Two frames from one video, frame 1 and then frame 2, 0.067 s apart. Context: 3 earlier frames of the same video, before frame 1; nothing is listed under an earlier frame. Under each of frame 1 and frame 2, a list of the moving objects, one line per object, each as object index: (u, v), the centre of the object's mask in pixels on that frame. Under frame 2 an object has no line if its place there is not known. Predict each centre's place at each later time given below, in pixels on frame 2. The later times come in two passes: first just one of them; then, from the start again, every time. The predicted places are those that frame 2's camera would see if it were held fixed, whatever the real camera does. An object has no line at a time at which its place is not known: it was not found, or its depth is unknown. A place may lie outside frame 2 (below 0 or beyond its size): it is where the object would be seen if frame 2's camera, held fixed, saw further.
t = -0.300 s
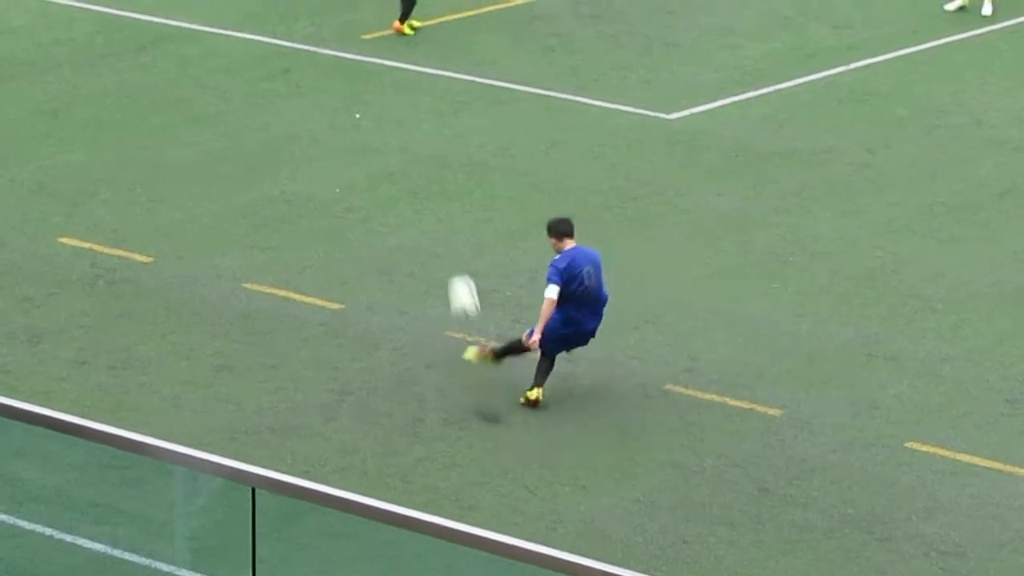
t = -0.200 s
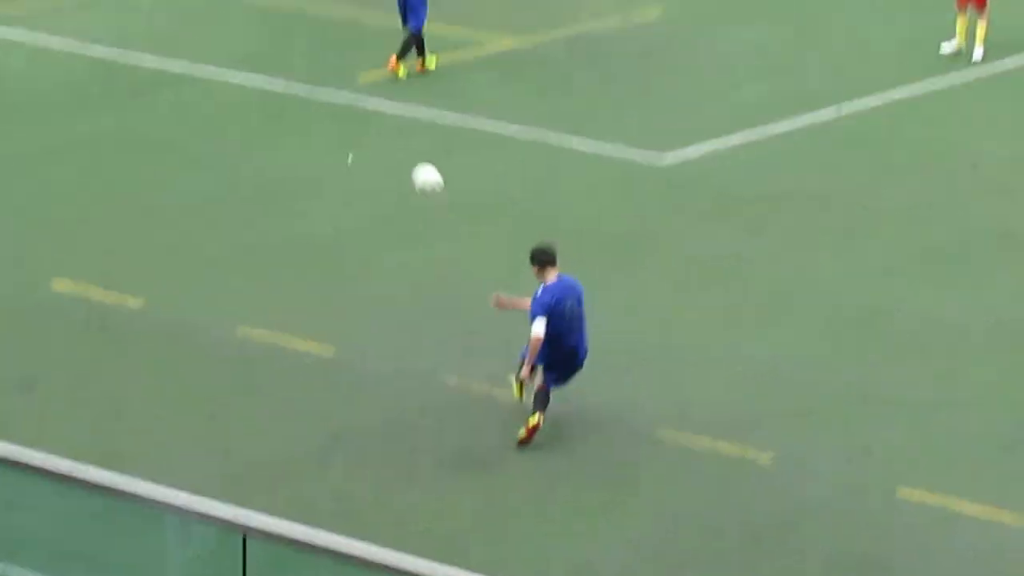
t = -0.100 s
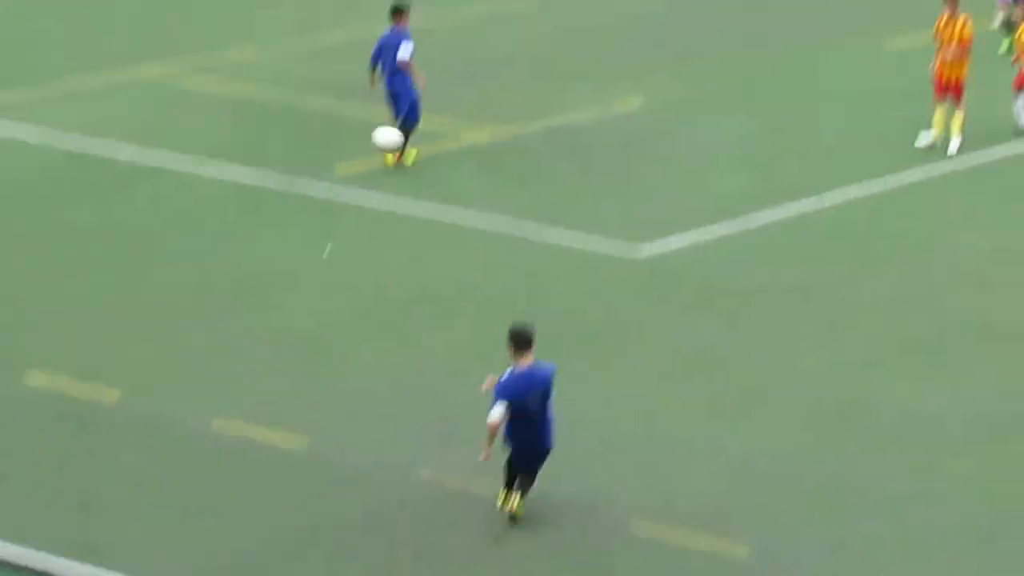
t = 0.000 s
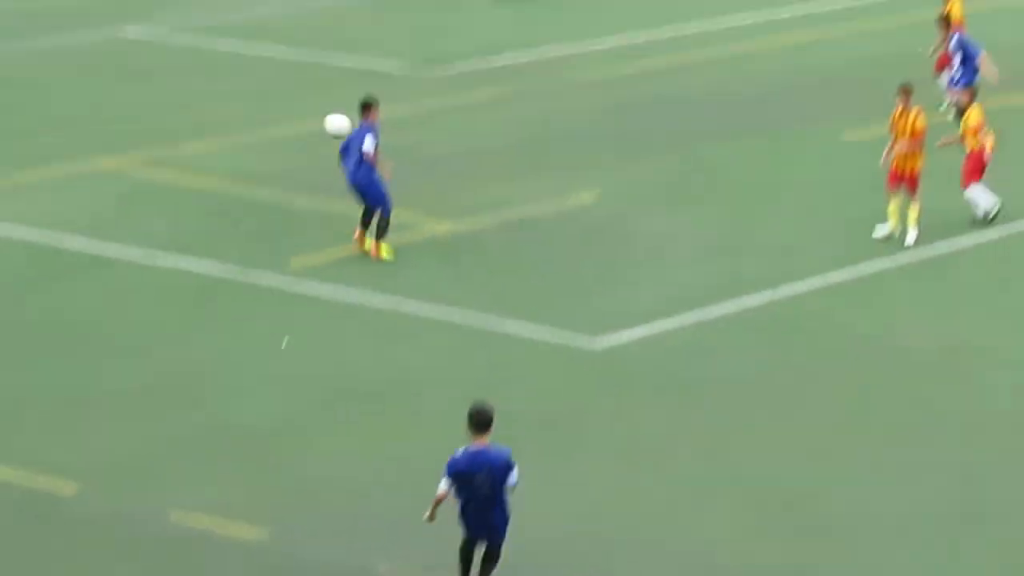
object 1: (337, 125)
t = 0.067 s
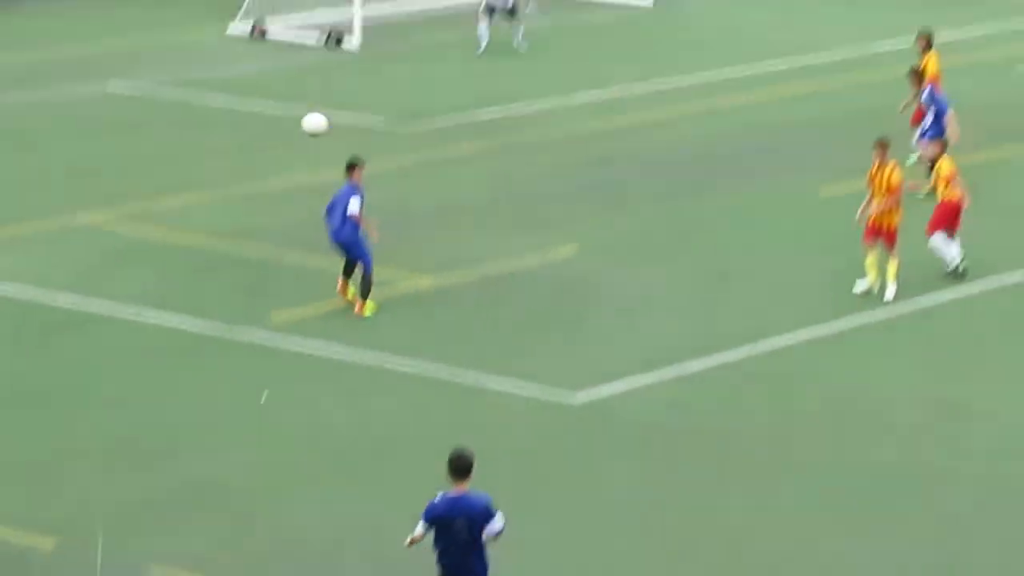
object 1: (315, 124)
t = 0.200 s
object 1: (317, 37)
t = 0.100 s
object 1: (315, 99)
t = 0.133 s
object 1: (314, 76)
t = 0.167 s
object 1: (315, 56)
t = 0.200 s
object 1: (317, 37)
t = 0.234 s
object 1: (319, 20)
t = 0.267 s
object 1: (320, 5)
